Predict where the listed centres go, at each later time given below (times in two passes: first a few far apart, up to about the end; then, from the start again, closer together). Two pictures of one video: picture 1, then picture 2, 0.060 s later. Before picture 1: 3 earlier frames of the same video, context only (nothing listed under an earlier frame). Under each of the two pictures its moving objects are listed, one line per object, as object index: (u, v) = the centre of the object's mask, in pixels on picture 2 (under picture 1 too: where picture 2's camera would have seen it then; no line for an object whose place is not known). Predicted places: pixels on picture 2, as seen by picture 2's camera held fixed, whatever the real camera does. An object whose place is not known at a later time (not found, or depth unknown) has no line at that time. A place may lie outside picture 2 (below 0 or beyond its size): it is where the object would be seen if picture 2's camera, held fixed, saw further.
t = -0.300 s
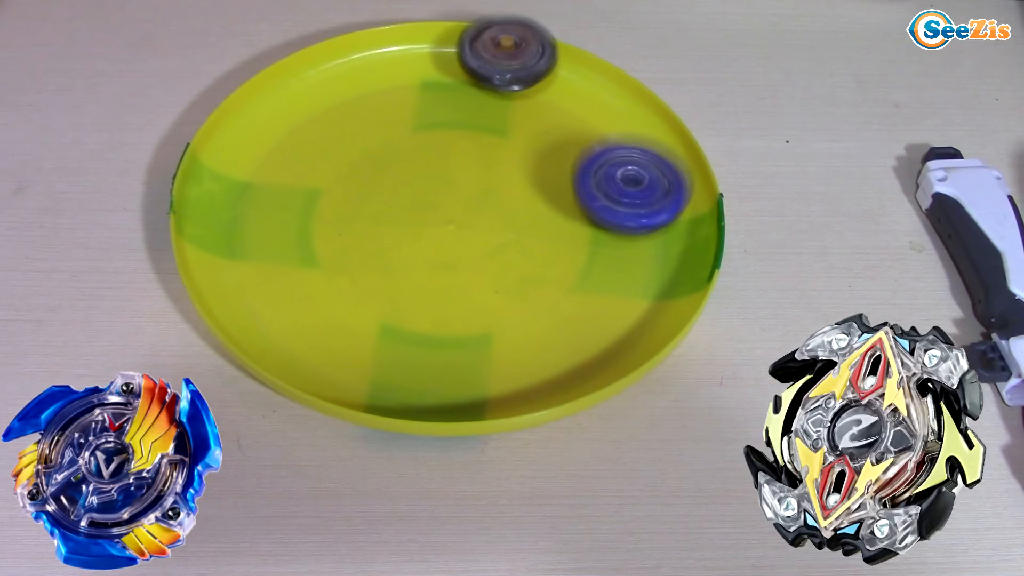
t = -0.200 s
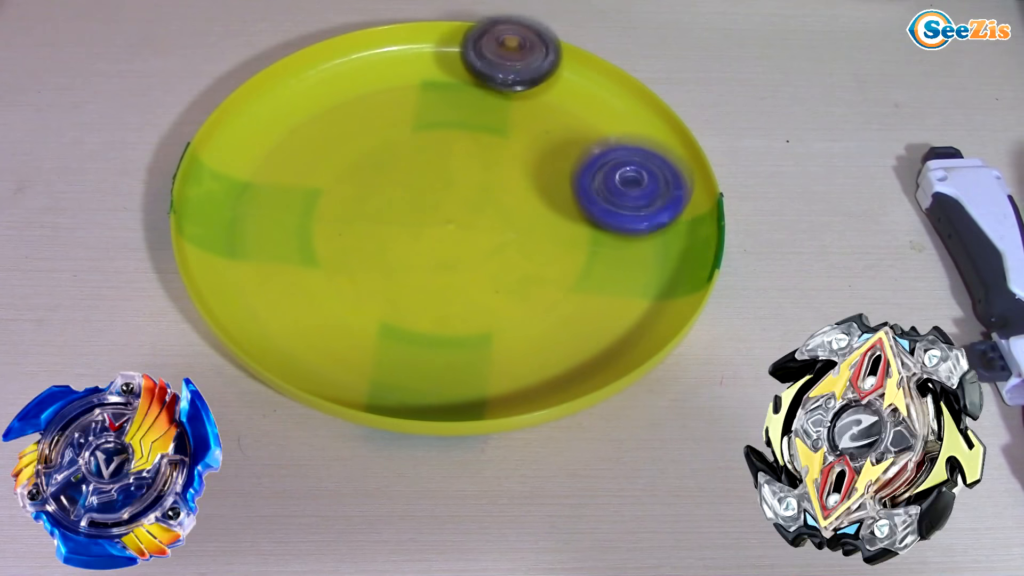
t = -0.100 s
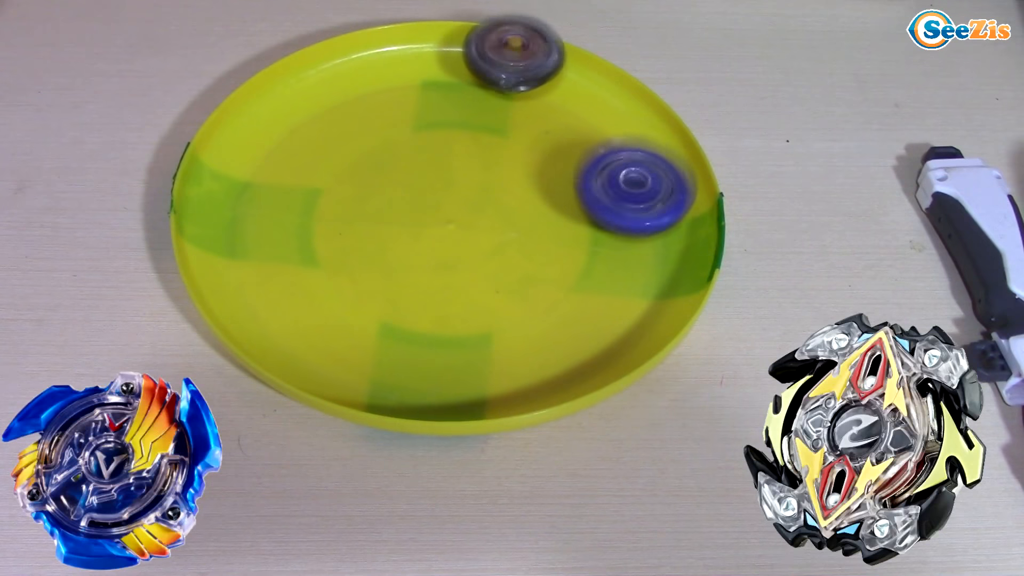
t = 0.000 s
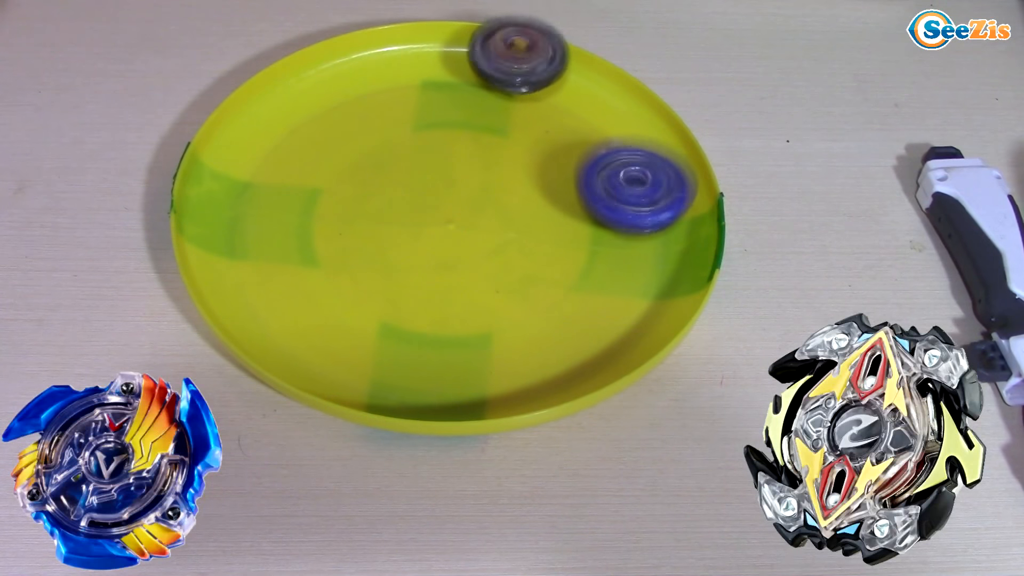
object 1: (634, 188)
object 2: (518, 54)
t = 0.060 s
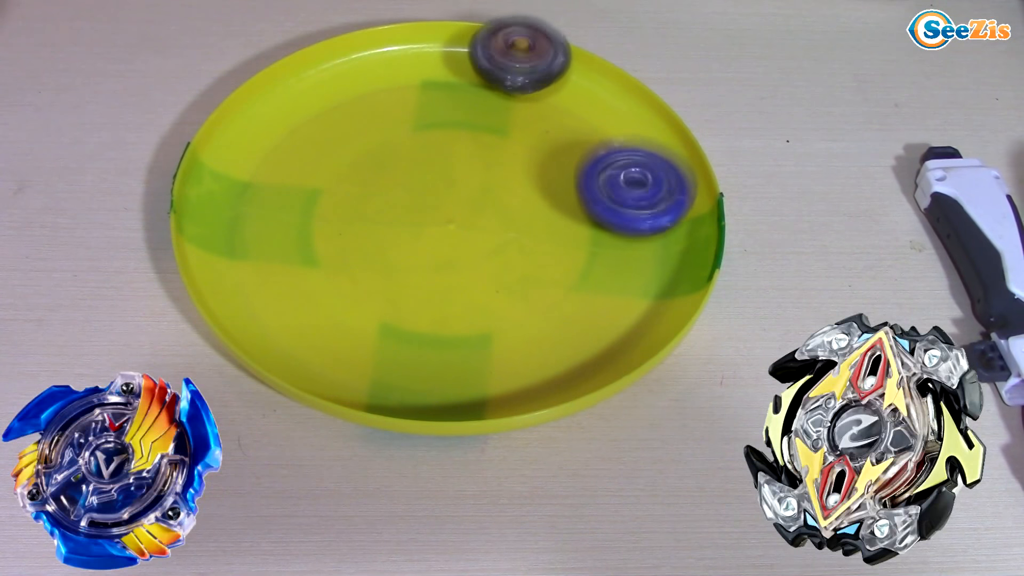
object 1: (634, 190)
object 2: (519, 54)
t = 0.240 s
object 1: (637, 190)
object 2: (524, 57)
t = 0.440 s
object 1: (638, 188)
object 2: (529, 59)
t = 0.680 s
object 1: (643, 191)
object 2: (532, 62)
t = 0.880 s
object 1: (643, 192)
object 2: (534, 65)
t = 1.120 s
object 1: (646, 192)
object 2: (532, 67)
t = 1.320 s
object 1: (650, 193)
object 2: (530, 68)
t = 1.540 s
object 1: (651, 193)
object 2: (528, 67)
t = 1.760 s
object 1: (654, 194)
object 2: (527, 66)
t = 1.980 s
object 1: (656, 195)
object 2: (526, 66)
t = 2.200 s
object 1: (658, 195)
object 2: (527, 67)
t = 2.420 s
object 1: (660, 196)
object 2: (530, 69)
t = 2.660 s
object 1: (659, 196)
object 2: (533, 70)
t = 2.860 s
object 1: (662, 197)
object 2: (533, 68)
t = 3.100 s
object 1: (657, 190)
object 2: (535, 69)
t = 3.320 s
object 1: (647, 179)
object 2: (534, 68)
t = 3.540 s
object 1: (654, 177)
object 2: (536, 69)
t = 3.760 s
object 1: (642, 179)
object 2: (534, 67)
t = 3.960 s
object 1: (642, 174)
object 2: (535, 68)
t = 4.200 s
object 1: (650, 171)
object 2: (533, 68)
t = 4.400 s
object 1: (652, 174)
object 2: (536, 68)
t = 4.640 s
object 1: (646, 168)
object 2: (532, 70)
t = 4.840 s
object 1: (648, 158)
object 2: (528, 73)
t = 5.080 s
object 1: (632, 161)
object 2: (522, 73)
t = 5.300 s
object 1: (635, 158)
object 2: (522, 68)
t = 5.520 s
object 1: (636, 152)
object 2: (528, 63)
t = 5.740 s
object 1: (640, 153)
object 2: (539, 65)
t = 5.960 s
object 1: (634, 148)
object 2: (549, 72)
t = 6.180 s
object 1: (633, 150)
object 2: (550, 73)
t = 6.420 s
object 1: (640, 152)
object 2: (538, 58)
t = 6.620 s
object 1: (626, 148)
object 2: (515, 62)
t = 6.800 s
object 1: (626, 148)
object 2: (494, 61)
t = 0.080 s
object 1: (635, 189)
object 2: (519, 55)
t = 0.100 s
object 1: (634, 190)
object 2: (521, 55)
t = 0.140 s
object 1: (634, 189)
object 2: (521, 55)
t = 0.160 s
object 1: (636, 189)
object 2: (522, 55)
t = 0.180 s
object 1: (636, 189)
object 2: (522, 56)
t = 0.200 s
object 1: (637, 190)
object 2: (524, 55)
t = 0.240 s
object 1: (637, 190)
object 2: (524, 57)
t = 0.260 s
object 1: (636, 190)
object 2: (525, 57)
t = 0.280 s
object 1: (637, 190)
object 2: (525, 56)
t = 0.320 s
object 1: (637, 188)
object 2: (527, 58)
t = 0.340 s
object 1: (639, 189)
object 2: (526, 57)
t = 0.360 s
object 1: (638, 190)
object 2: (527, 58)
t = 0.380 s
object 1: (638, 189)
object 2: (528, 58)
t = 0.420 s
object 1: (639, 189)
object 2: (530, 58)
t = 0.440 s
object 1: (638, 188)
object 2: (529, 59)
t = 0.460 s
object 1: (640, 189)
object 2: (530, 60)
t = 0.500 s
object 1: (640, 189)
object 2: (531, 60)
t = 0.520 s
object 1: (642, 189)
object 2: (530, 60)
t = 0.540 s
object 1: (642, 190)
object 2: (532, 60)
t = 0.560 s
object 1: (640, 190)
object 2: (532, 60)
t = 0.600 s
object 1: (641, 190)
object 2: (532, 61)
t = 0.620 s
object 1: (641, 190)
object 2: (531, 61)
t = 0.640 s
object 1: (642, 190)
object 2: (533, 61)
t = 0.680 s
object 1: (643, 191)
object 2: (532, 62)
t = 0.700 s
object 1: (643, 190)
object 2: (533, 62)
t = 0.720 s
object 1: (643, 191)
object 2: (533, 63)
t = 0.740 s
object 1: (642, 191)
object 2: (533, 63)
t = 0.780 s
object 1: (643, 191)
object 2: (534, 63)
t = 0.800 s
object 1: (644, 191)
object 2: (534, 64)
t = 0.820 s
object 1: (643, 191)
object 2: (534, 64)
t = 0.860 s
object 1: (645, 192)
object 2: (534, 64)
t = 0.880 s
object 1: (643, 192)
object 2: (534, 65)
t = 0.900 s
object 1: (644, 192)
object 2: (534, 65)
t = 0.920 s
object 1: (644, 192)
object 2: (534, 65)
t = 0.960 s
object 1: (645, 190)
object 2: (533, 65)
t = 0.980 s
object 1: (646, 192)
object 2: (534, 66)
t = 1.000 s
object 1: (646, 192)
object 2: (533, 66)
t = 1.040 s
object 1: (647, 193)
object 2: (534, 66)
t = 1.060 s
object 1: (647, 192)
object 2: (533, 66)
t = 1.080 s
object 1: (645, 192)
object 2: (533, 66)
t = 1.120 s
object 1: (646, 192)
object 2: (532, 67)
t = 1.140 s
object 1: (645, 192)
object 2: (533, 67)
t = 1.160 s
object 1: (647, 192)
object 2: (532, 67)
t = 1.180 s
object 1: (648, 193)
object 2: (532, 67)
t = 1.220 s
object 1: (647, 192)
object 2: (531, 67)
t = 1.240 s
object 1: (648, 193)
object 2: (531, 67)
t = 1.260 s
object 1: (648, 192)
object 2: (531, 67)
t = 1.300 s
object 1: (650, 192)
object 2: (530, 67)
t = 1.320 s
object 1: (650, 193)
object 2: (530, 68)
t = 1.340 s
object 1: (649, 193)
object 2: (530, 68)
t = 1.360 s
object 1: (650, 193)
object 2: (530, 67)
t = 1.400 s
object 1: (647, 193)
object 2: (529, 68)
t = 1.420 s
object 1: (649, 192)
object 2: (530, 67)
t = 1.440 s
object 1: (650, 193)
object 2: (529, 67)
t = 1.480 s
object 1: (651, 192)
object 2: (529, 67)
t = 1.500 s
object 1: (652, 193)
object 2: (528, 67)
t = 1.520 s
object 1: (651, 194)
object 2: (528, 67)
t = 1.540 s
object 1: (651, 193)
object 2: (528, 67)
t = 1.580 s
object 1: (651, 194)
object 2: (527, 67)
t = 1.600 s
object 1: (652, 192)
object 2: (528, 67)
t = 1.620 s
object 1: (653, 193)
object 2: (527, 67)
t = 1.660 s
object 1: (653, 193)
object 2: (527, 67)
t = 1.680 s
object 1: (655, 193)
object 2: (527, 67)
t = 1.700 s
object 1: (655, 195)
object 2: (527, 66)
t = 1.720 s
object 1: (653, 195)
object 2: (527, 67)
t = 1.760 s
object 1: (654, 194)
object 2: (527, 66)
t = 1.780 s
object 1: (655, 193)
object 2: (527, 66)
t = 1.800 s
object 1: (655, 193)
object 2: (526, 66)
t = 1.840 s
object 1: (656, 195)
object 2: (527, 66)
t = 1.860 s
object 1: (655, 194)
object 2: (526, 66)
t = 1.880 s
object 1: (655, 195)
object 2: (527, 66)
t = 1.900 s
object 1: (656, 196)
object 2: (526, 66)
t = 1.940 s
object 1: (655, 193)
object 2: (527, 66)
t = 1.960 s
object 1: (656, 194)
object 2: (526, 66)
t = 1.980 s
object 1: (656, 195)
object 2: (526, 66)
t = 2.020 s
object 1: (657, 195)
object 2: (527, 66)
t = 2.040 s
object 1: (657, 195)
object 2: (527, 66)
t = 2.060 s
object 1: (656, 195)
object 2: (528, 66)
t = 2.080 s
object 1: (656, 195)
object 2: (527, 67)
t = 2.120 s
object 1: (656, 194)
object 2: (527, 67)
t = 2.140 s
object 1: (657, 194)
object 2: (526, 66)
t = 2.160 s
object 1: (658, 195)
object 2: (527, 66)
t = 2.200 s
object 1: (658, 195)
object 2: (527, 67)
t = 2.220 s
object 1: (658, 196)
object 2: (528, 67)
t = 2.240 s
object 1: (657, 196)
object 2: (527, 67)
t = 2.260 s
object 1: (656, 194)
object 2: (527, 68)
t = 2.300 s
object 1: (658, 195)
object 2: (528, 68)
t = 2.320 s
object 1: (658, 195)
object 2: (528, 68)
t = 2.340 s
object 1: (659, 195)
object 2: (529, 68)
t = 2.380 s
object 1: (659, 196)
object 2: (529, 68)
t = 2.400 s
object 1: (659, 195)
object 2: (530, 69)
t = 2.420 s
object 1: (660, 196)
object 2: (530, 69)
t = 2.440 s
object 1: (659, 197)
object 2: (530, 69)
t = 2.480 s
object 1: (659, 196)
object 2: (531, 69)
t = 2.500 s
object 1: (660, 196)
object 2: (531, 69)
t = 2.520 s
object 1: (659, 196)
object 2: (532, 69)
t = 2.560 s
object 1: (661, 197)
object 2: (532, 70)
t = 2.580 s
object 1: (660, 197)
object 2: (533, 70)
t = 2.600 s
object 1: (660, 196)
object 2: (532, 70)
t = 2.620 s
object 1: (660, 197)
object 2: (533, 70)
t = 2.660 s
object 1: (659, 196)
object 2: (533, 70)
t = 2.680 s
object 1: (660, 196)
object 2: (534, 70)
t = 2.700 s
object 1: (663, 197)
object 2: (534, 70)
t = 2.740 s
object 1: (662, 197)
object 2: (534, 70)
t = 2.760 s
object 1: (663, 197)
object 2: (533, 70)
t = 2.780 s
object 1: (662, 198)
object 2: (532, 69)
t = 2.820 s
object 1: (662, 197)
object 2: (532, 69)
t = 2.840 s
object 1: (663, 197)
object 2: (532, 68)
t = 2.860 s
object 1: (662, 197)
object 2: (533, 68)
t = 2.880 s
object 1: (663, 197)
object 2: (533, 68)
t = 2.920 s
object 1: (662, 197)
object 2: (535, 68)
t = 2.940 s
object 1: (662, 195)
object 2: (535, 68)
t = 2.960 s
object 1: (664, 195)
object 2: (534, 68)
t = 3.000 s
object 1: (658, 192)
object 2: (535, 69)
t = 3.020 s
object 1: (656, 192)
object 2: (534, 69)
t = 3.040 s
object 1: (655, 192)
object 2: (535, 68)
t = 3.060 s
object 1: (657, 192)
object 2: (535, 69)
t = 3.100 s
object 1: (657, 190)
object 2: (535, 69)
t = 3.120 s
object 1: (653, 189)
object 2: (534, 69)
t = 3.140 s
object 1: (651, 187)
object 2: (533, 69)
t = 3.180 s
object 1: (654, 186)
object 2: (533, 69)
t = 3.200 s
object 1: (651, 184)
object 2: (532, 69)
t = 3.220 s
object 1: (648, 182)
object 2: (533, 68)
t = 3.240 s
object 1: (646, 181)
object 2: (533, 68)
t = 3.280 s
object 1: (644, 179)
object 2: (534, 67)
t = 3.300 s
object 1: (645, 178)
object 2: (535, 68)
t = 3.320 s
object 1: (647, 179)
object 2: (534, 68)
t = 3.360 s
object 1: (650, 176)
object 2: (536, 68)
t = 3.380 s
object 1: (651, 175)
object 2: (535, 68)
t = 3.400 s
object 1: (654, 175)
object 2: (536, 68)
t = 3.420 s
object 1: (655, 176)
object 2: (535, 68)
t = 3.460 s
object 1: (656, 175)
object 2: (536, 68)
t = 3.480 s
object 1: (656, 177)
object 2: (536, 68)
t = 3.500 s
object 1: (657, 178)
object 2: (535, 69)
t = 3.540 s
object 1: (654, 177)
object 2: (536, 69)
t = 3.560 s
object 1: (651, 178)
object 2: (534, 69)
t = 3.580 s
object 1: (647, 178)
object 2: (535, 69)
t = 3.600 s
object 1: (645, 176)
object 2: (534, 69)
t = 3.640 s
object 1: (646, 176)
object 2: (534, 68)
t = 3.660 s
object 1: (645, 178)
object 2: (533, 69)
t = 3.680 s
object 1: (645, 177)
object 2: (533, 68)
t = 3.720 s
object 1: (645, 178)
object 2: (534, 68)
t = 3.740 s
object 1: (643, 178)
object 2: (533, 68)
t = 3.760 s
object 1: (642, 179)
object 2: (534, 67)
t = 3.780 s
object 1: (642, 179)
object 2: (534, 68)
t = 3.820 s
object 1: (640, 179)
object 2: (536, 68)
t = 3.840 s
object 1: (641, 177)
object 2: (536, 68)
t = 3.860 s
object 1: (641, 177)
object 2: (535, 69)
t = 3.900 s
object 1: (640, 176)
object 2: (535, 69)
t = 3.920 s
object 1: (641, 175)
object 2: (534, 68)
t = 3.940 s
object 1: (642, 174)
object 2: (535, 67)
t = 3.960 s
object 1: (642, 174)
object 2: (535, 68)
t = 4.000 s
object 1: (642, 172)
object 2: (536, 68)
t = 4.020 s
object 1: (644, 173)
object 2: (537, 69)
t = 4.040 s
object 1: (645, 172)
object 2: (537, 69)
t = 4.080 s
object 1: (647, 170)
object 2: (536, 70)
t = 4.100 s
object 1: (647, 171)
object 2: (534, 70)
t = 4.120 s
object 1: (648, 170)
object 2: (533, 69)
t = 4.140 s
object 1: (648, 170)
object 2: (533, 69)
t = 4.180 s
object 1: (650, 170)
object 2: (532, 68)
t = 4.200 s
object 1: (650, 171)
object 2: (533, 68)
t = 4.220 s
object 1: (650, 172)
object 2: (533, 68)
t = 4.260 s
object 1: (651, 170)
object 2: (534, 68)
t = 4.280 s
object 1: (651, 172)
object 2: (534, 68)
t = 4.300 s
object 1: (651, 173)
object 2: (533, 68)
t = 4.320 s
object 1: (652, 172)
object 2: (534, 68)
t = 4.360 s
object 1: (652, 174)
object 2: (534, 67)
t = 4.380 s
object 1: (653, 174)
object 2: (536, 67)
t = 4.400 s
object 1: (652, 174)
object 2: (536, 68)
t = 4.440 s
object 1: (653, 176)
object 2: (537, 68)
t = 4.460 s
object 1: (655, 175)
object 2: (537, 69)
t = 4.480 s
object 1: (653, 174)
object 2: (535, 69)
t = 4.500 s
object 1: (652, 174)
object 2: (536, 69)
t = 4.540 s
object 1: (648, 173)
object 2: (534, 70)
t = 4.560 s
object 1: (645, 172)
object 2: (535, 70)
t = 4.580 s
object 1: (645, 170)
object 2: (534, 70)
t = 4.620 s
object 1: (647, 170)
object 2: (533, 70)
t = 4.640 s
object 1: (646, 168)
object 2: (532, 70)
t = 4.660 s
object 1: (644, 167)
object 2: (530, 70)
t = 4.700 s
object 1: (645, 164)
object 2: (530, 69)
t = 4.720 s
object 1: (644, 162)
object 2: (530, 69)
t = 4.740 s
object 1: (646, 161)
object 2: (532, 70)
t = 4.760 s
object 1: (646, 161)
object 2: (532, 71)
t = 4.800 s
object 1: (647, 160)
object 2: (530, 72)
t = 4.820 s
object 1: (647, 159)
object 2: (529, 73)
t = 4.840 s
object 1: (648, 158)
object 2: (528, 73)
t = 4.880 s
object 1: (649, 158)
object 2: (526, 73)
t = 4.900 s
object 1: (645, 160)
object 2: (526, 73)
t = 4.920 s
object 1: (642, 159)
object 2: (525, 73)
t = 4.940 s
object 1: (638, 159)
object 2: (524, 73)
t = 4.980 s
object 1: (633, 158)
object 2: (524, 73)
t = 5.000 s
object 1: (633, 158)
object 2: (524, 73)
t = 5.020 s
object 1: (633, 159)
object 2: (523, 73)
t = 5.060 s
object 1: (634, 161)
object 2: (521, 73)
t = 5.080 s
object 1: (632, 161)
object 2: (522, 73)
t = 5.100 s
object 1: (632, 161)
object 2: (521, 72)
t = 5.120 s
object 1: (633, 161)
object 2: (522, 72)
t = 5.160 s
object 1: (631, 161)
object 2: (520, 71)
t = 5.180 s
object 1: (632, 159)
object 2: (521, 70)
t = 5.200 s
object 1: (633, 160)
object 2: (521, 71)
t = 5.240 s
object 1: (634, 158)
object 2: (521, 70)
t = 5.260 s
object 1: (634, 157)
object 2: (521, 69)
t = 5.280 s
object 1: (634, 156)
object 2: (520, 69)
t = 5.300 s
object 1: (635, 158)
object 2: (522, 68)
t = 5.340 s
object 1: (635, 156)
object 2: (522, 66)
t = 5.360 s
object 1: (636, 155)
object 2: (523, 65)
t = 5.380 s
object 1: (636, 154)
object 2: (523, 65)
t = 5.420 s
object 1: (636, 154)
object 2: (525, 64)
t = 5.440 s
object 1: (635, 154)
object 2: (525, 64)
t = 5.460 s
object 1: (636, 153)
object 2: (525, 64)
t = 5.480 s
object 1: (637, 152)
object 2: (527, 63)
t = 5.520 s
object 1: (636, 152)
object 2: (528, 63)
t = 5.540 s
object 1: (636, 153)
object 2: (529, 63)
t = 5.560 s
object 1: (637, 152)
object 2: (530, 63)
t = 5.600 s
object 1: (638, 154)
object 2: (531, 62)
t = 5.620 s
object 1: (638, 154)
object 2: (534, 63)
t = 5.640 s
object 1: (638, 155)
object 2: (533, 63)
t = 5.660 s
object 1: (638, 155)
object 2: (533, 63)
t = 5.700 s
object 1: (640, 155)
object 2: (536, 64)
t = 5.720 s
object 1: (641, 155)
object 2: (536, 65)
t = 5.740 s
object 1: (640, 153)
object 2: (539, 65)
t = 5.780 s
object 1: (637, 153)
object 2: (540, 66)
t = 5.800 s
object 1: (636, 152)
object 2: (543, 66)
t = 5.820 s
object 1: (634, 151)
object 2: (544, 67)
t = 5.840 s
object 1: (634, 150)
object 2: (544, 68)
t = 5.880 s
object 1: (638, 151)
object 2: (547, 70)
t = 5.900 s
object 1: (639, 150)
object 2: (547, 70)
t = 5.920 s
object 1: (636, 150)
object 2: (548, 70)
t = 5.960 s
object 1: (634, 148)
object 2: (549, 72)
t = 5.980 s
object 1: (633, 147)
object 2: (549, 73)
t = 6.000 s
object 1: (631, 146)
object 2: (551, 73)
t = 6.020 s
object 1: (631, 145)
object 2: (552, 74)
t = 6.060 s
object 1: (631, 144)
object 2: (553, 75)
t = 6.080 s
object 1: (628, 144)
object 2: (553, 76)
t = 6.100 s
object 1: (627, 144)
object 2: (552, 77)
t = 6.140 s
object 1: (628, 146)
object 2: (552, 76)
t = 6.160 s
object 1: (632, 150)
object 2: (551, 76)
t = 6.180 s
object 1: (633, 150)
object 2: (550, 73)
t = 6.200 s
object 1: (635, 151)
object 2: (547, 73)
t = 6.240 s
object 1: (635, 152)
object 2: (544, 69)
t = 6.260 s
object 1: (636, 152)
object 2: (545, 67)
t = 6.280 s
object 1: (638, 152)
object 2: (544, 66)
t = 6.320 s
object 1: (638, 152)
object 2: (543, 64)
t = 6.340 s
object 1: (636, 151)
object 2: (542, 62)
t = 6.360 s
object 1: (636, 151)
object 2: (541, 61)
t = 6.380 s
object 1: (637, 152)
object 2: (542, 59)
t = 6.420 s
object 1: (640, 152)
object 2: (538, 58)
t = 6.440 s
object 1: (638, 152)
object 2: (535, 58)
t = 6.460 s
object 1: (638, 153)
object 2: (531, 58)
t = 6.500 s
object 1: (636, 153)
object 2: (526, 58)
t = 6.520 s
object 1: (636, 152)
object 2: (524, 58)
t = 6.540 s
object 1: (632, 152)
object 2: (522, 59)
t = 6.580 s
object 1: (628, 150)
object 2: (517, 61)
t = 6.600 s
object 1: (627, 149)
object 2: (517, 62)
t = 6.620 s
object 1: (626, 148)
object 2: (515, 62)
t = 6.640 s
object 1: (628, 148)
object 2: (512, 63)
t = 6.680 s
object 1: (628, 149)
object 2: (507, 63)
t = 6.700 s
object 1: (629, 150)
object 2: (504, 63)
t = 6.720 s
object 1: (631, 150)
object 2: (500, 63)
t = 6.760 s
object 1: (633, 150)
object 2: (497, 62)
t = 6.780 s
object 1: (632, 149)
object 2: (495, 62)
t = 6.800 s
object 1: (626, 148)
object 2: (494, 61)
